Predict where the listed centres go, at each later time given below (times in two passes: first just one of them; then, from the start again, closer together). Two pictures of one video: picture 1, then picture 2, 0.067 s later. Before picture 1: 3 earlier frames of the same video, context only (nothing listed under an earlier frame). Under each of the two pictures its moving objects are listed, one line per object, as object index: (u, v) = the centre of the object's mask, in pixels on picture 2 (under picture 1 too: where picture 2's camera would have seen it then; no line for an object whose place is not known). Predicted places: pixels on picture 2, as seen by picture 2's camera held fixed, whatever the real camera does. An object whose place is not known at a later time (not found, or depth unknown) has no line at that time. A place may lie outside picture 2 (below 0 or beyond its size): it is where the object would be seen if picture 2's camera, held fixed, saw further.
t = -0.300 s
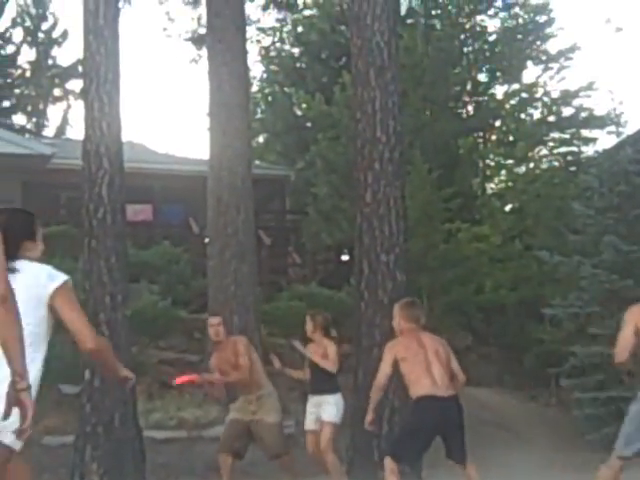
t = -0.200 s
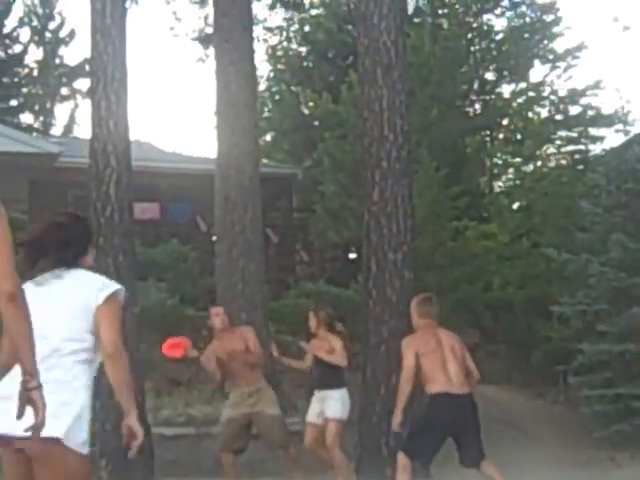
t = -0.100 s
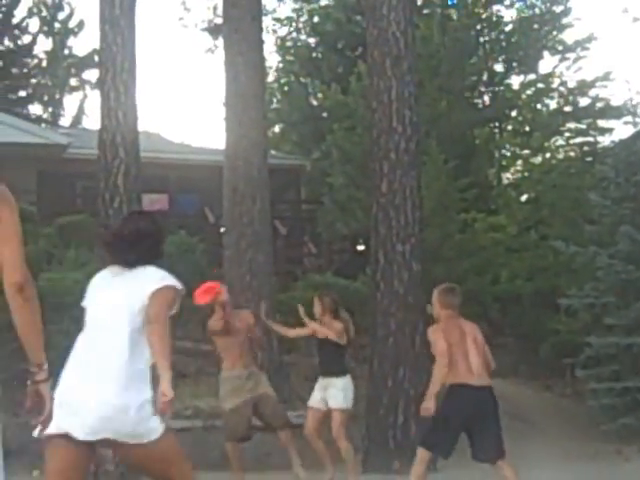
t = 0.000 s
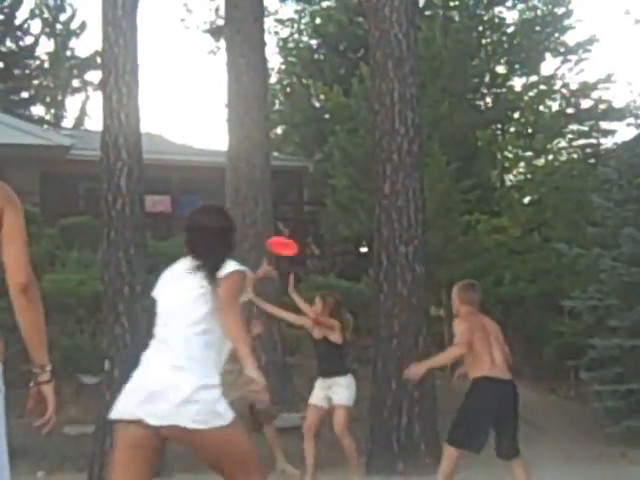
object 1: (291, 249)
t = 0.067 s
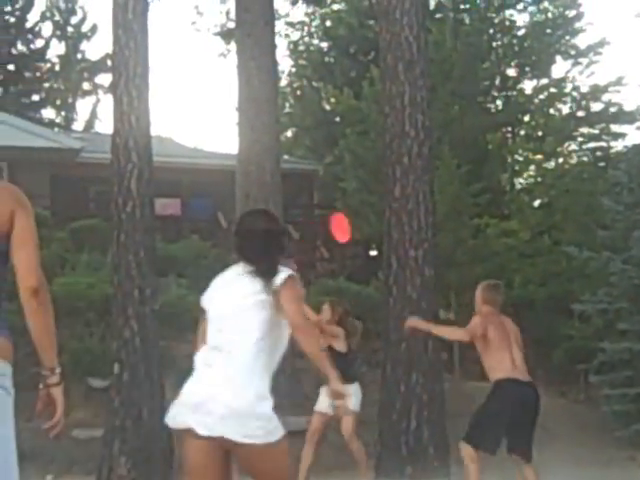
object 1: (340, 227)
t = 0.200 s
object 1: (435, 203)
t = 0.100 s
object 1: (363, 219)
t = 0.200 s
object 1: (435, 203)
